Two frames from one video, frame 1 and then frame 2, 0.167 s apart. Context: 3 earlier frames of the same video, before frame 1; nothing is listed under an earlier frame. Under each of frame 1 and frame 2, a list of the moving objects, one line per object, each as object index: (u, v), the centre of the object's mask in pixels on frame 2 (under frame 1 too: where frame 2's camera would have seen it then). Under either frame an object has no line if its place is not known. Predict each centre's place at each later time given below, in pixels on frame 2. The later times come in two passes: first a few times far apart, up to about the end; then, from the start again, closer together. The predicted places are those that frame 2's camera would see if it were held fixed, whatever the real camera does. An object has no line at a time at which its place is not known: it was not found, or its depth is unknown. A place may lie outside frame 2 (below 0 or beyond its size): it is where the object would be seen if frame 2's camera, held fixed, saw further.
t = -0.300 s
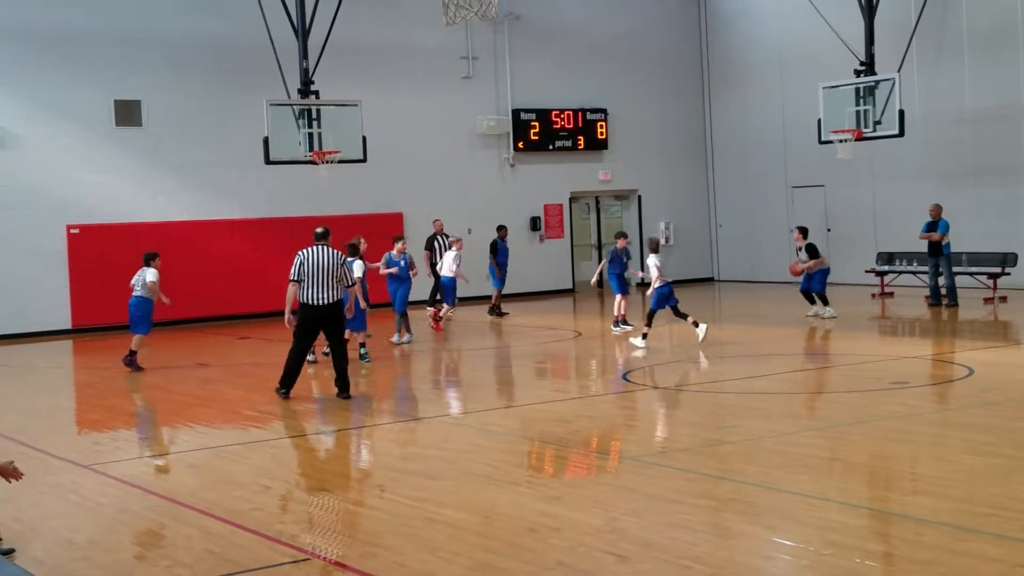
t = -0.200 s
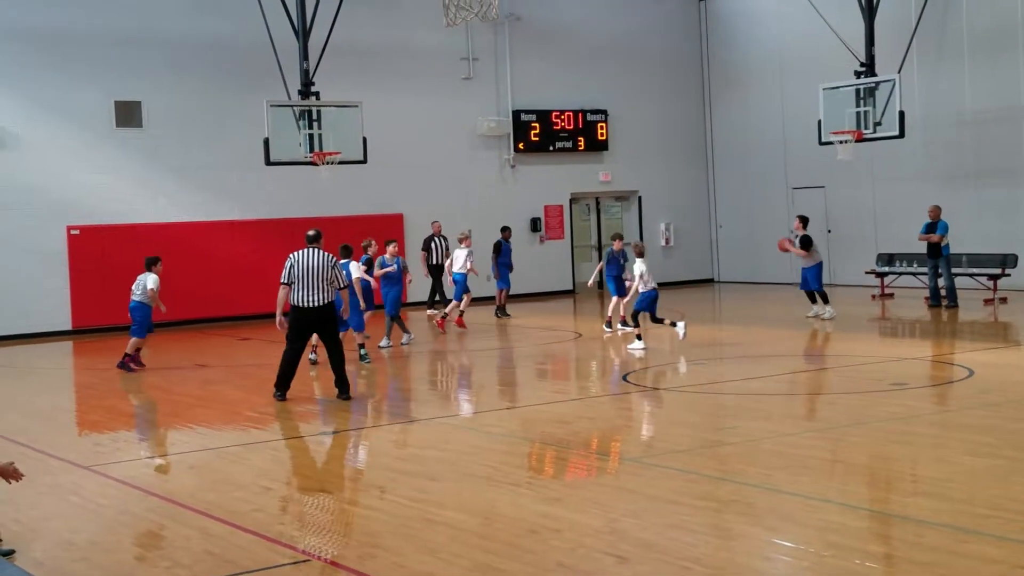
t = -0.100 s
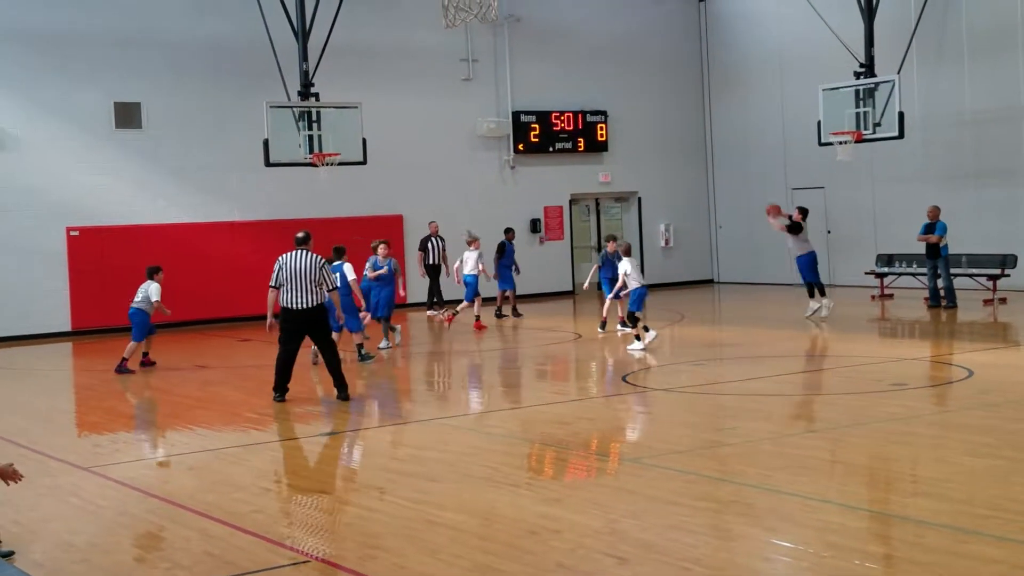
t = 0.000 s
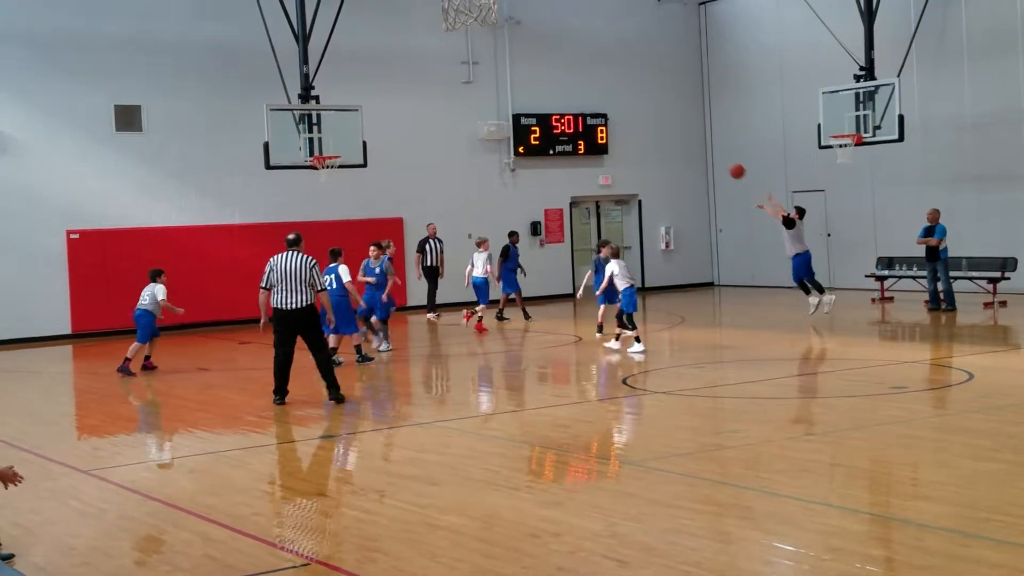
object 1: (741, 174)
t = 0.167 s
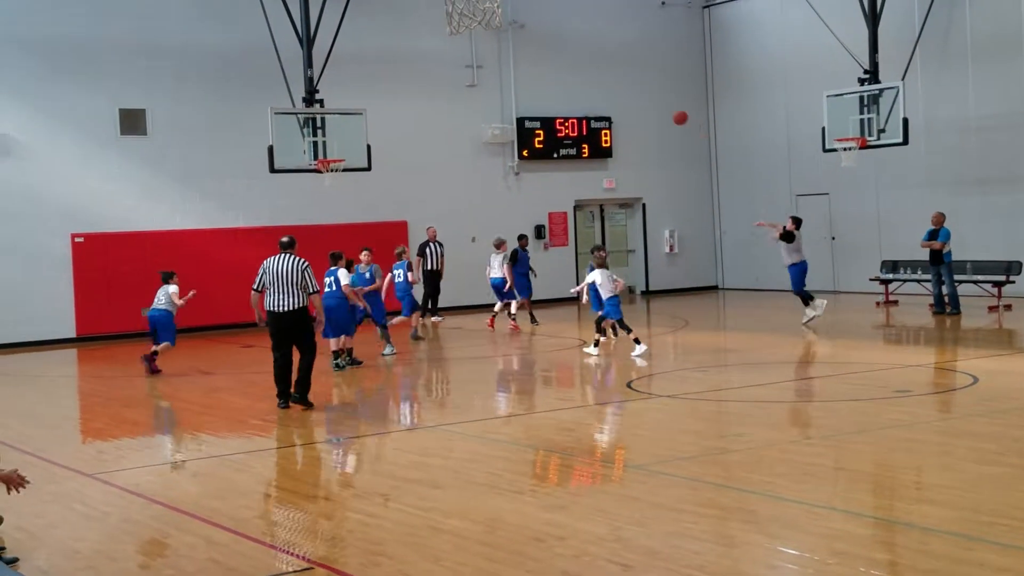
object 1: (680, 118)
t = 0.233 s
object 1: (656, 100)
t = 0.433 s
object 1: (589, 65)
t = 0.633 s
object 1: (527, 54)
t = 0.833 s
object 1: (468, 66)
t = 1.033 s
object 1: (413, 99)
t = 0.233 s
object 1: (656, 100)
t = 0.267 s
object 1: (645, 92)
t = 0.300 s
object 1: (633, 85)
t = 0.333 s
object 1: (622, 79)
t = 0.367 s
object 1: (611, 74)
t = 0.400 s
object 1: (600, 69)
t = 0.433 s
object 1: (589, 65)
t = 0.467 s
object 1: (579, 61)
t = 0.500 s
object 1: (568, 58)
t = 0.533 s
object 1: (558, 56)
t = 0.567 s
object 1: (547, 55)
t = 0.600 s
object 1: (537, 54)
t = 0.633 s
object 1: (527, 54)
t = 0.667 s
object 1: (516, 54)
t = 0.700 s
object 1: (507, 55)
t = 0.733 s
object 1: (496, 57)
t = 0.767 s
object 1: (487, 60)
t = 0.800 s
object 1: (477, 63)
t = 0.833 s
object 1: (468, 66)
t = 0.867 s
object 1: (458, 70)
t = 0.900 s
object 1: (449, 75)
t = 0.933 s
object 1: (440, 80)
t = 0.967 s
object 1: (431, 86)
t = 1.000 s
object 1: (422, 92)
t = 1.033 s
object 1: (413, 99)
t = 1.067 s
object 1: (404, 107)
